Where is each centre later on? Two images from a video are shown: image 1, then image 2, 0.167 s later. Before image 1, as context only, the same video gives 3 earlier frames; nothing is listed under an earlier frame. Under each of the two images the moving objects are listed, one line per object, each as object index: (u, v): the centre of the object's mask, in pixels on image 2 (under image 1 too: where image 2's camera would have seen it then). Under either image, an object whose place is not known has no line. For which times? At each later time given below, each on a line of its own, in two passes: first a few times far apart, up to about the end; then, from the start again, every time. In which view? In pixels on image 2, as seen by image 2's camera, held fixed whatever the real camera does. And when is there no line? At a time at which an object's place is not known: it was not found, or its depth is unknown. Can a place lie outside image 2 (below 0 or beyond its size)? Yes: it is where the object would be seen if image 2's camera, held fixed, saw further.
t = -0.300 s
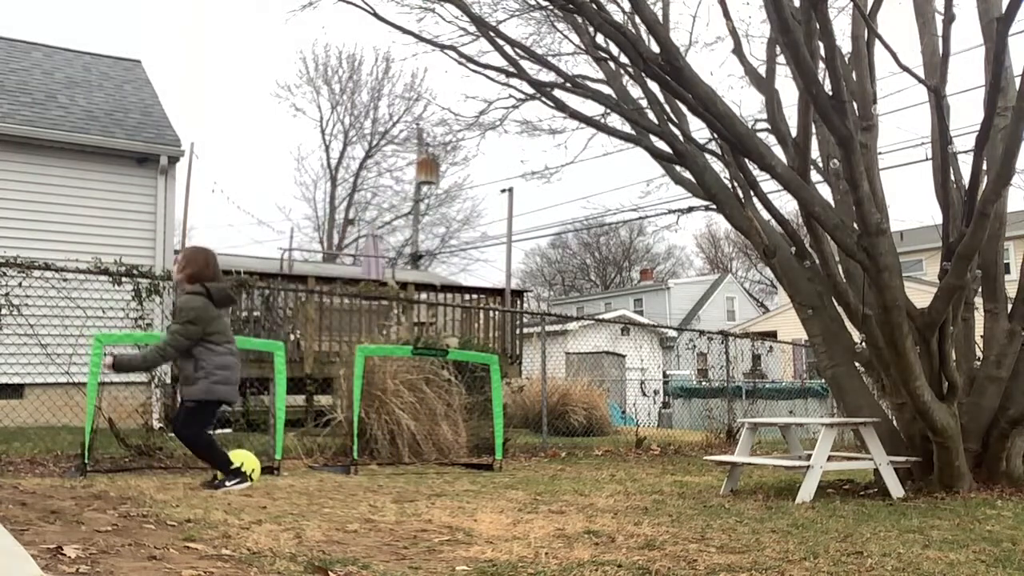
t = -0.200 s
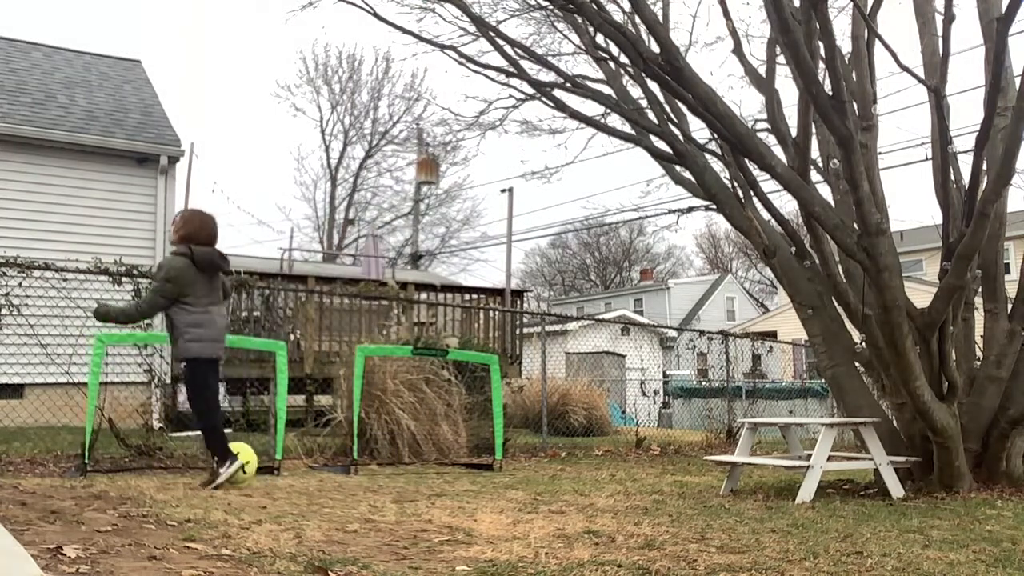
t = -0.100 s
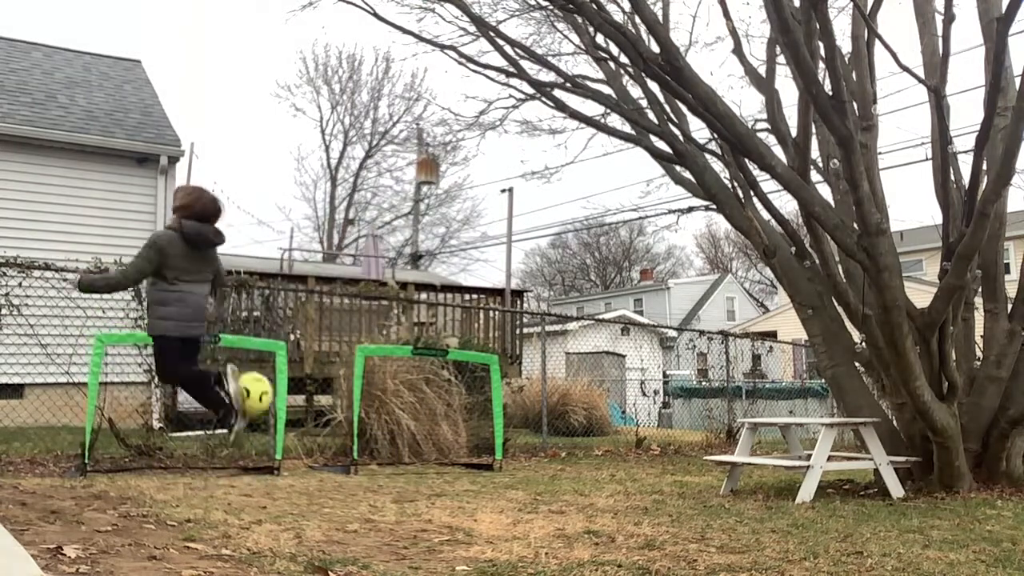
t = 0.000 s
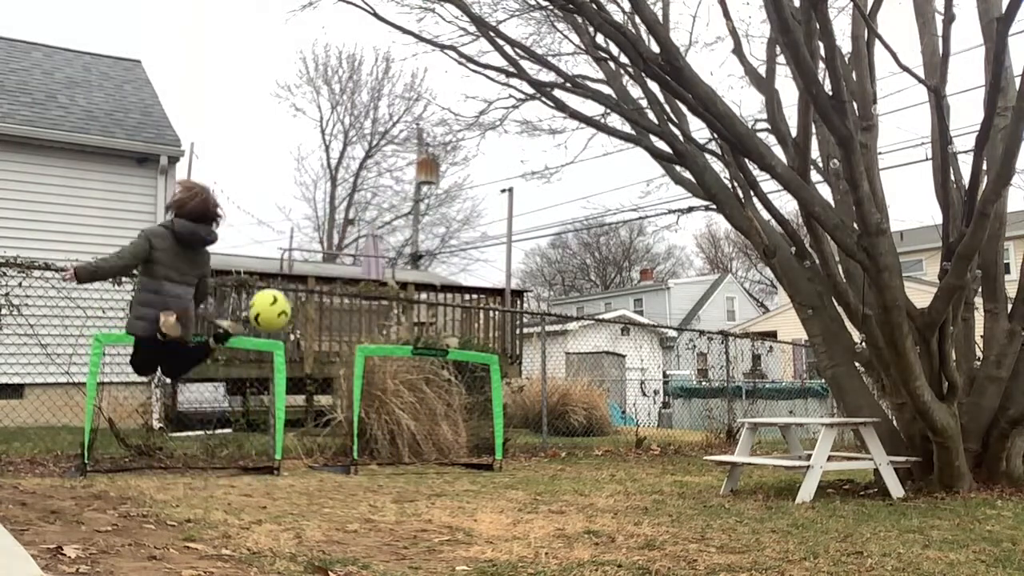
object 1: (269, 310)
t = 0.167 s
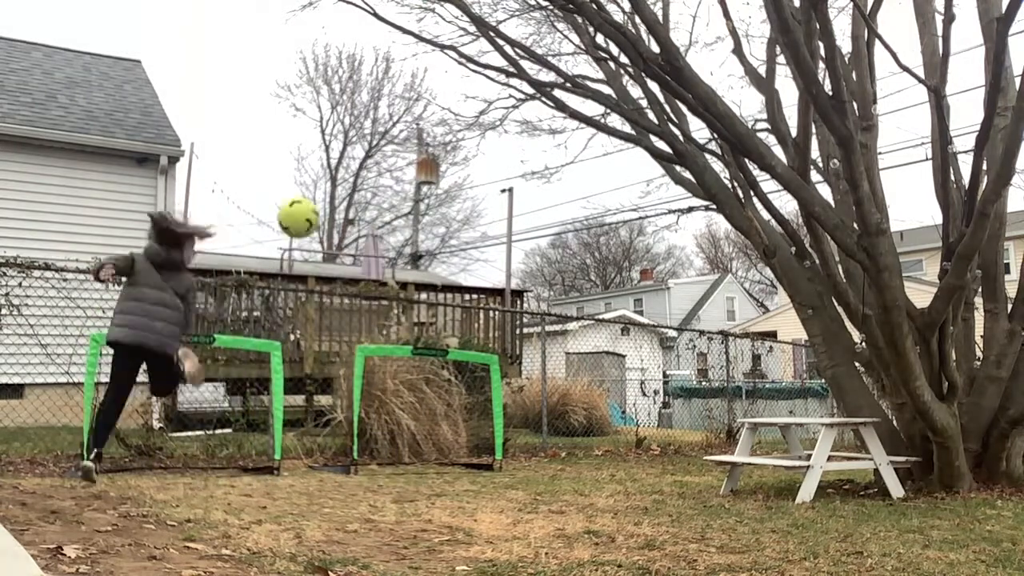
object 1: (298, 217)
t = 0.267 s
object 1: (315, 188)
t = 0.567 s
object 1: (365, 215)
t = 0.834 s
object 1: (413, 396)
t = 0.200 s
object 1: (304, 206)
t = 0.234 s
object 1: (310, 196)
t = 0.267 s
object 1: (315, 188)
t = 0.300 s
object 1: (321, 183)
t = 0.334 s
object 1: (326, 178)
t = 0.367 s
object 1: (332, 177)
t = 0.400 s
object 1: (337, 178)
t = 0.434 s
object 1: (343, 181)
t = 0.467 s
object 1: (349, 186)
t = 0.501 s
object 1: (354, 193)
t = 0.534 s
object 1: (360, 203)
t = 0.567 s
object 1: (365, 215)
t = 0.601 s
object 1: (372, 229)
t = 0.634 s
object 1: (378, 246)
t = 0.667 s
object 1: (383, 265)
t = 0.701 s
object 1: (389, 286)
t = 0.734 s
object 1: (395, 310)
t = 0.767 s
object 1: (401, 335)
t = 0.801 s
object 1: (407, 364)
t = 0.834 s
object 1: (413, 396)
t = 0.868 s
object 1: (418, 431)
